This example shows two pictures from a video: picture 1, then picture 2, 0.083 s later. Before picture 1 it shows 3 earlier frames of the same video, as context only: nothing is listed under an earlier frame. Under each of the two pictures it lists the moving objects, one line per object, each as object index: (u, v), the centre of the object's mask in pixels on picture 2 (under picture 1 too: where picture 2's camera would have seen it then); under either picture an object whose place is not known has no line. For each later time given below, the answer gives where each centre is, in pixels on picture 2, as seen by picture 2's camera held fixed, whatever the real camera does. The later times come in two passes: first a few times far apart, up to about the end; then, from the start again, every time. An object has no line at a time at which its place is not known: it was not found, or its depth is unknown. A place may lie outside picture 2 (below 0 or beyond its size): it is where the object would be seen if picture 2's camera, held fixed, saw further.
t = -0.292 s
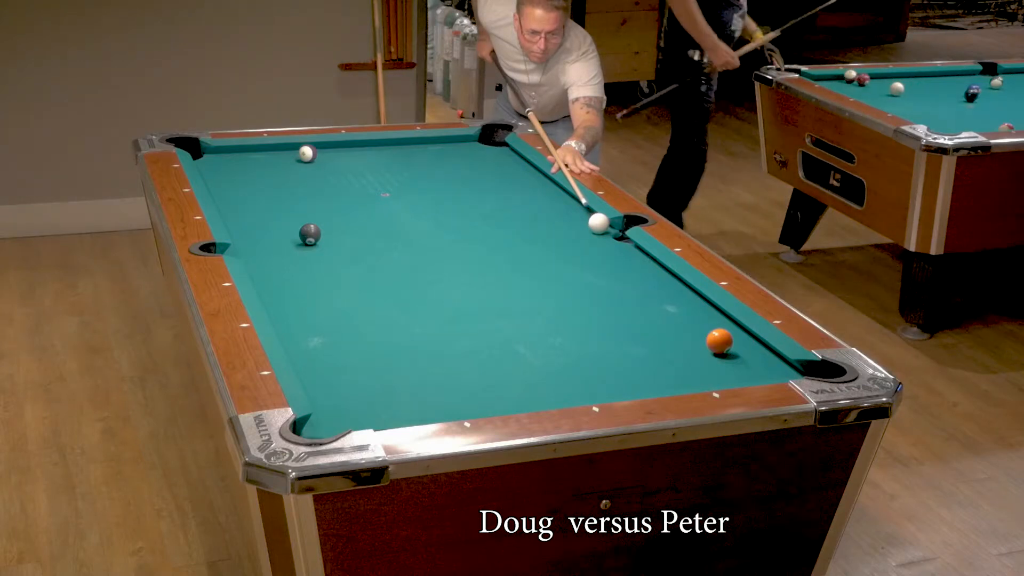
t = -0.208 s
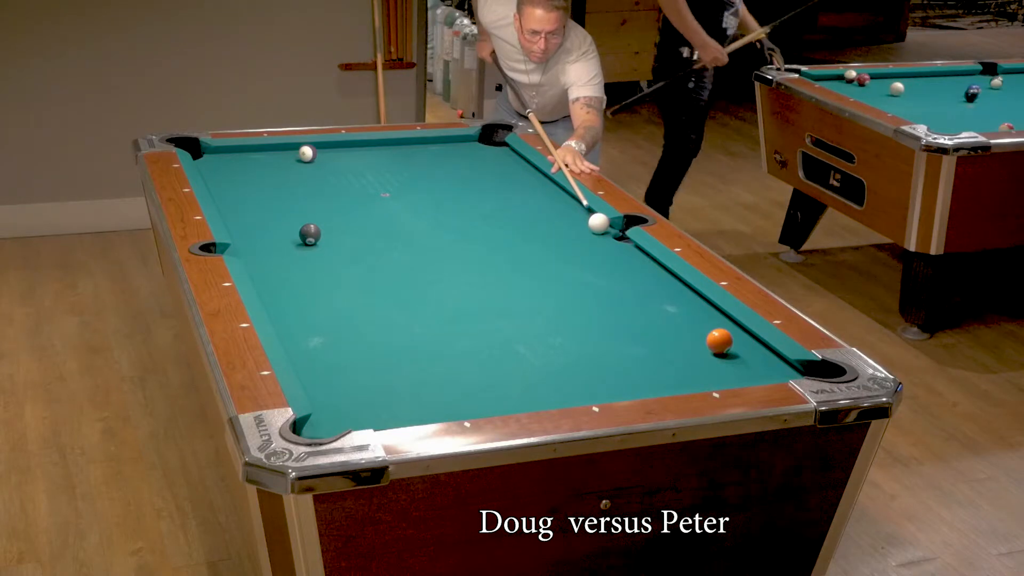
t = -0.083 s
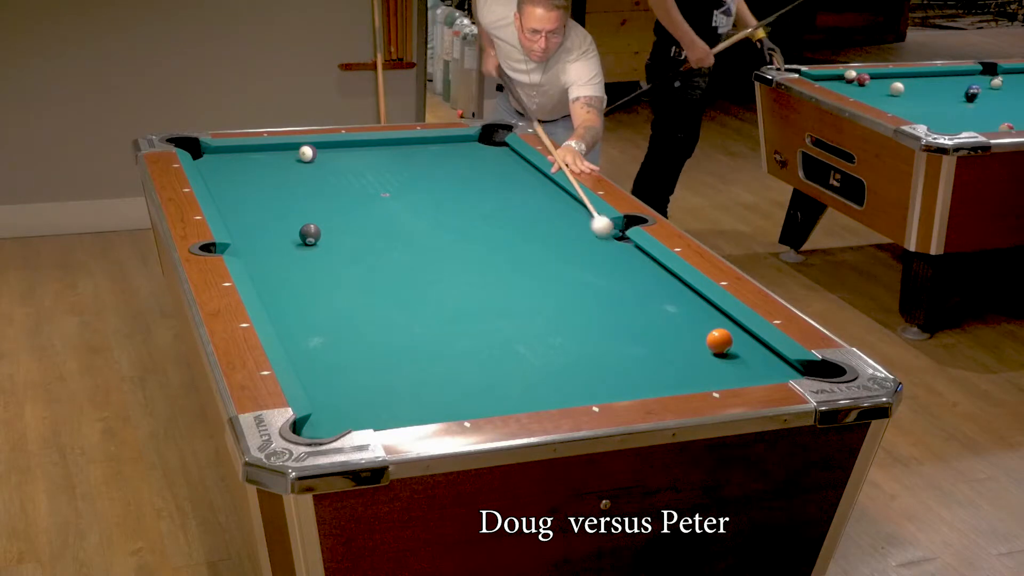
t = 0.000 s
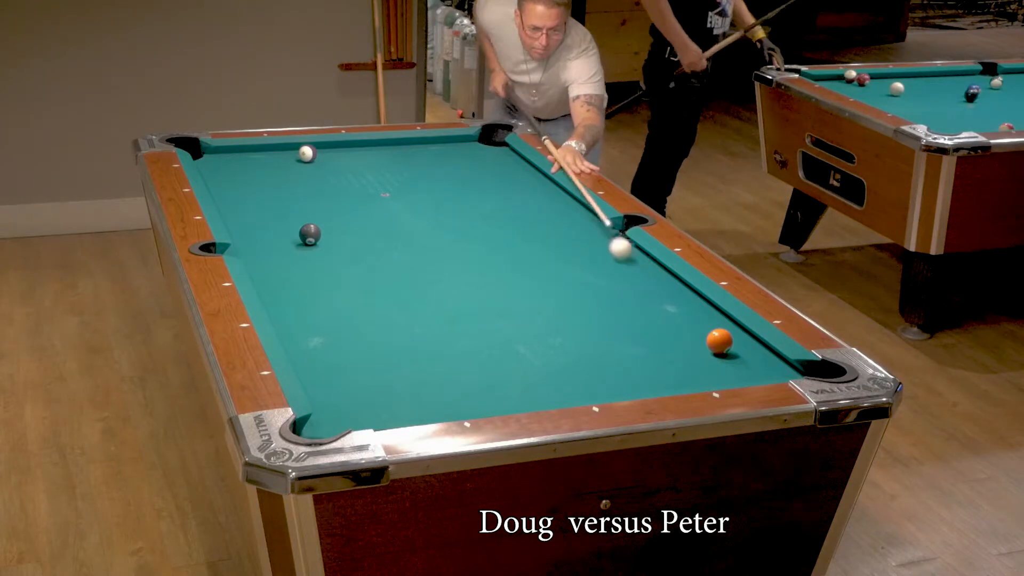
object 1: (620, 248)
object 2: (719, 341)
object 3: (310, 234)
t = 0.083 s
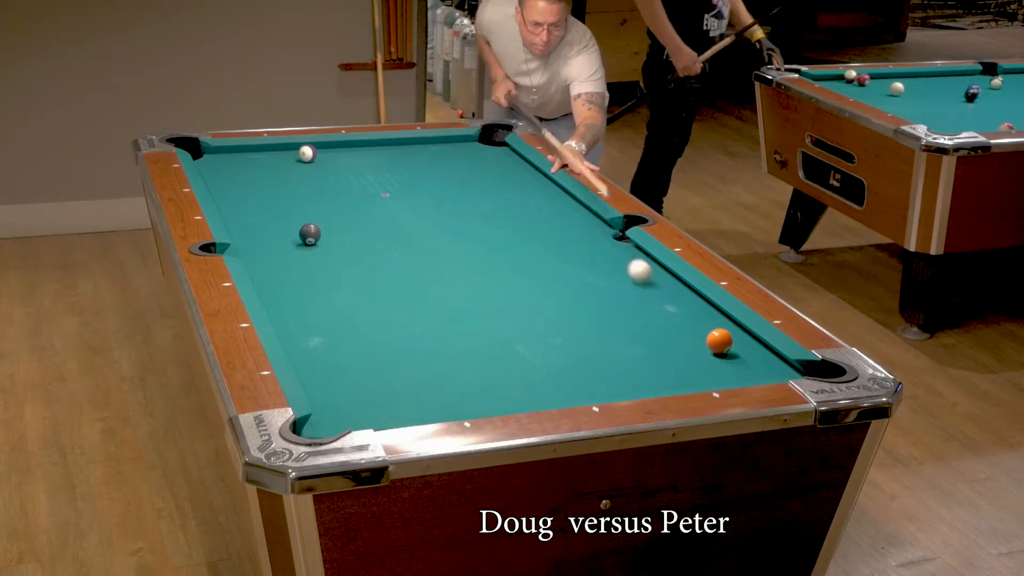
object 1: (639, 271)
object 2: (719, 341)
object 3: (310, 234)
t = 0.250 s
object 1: (681, 321)
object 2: (719, 341)
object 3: (310, 234)
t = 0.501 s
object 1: (667, 382)
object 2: (763, 358)
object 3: (310, 234)
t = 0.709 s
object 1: (591, 363)
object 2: (758, 372)
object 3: (310, 234)
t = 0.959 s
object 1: (510, 342)
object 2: (720, 371)
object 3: (310, 234)
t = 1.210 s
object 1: (436, 322)
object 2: (682, 363)
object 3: (310, 234)
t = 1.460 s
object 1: (367, 304)
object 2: (647, 357)
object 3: (310, 234)
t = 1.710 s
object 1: (305, 287)
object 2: (615, 351)
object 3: (310, 234)
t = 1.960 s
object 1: (262, 271)
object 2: (586, 346)
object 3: (310, 234)
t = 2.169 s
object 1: (276, 257)
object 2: (564, 342)
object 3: (310, 234)
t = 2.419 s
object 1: (290, 242)
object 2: (540, 337)
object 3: (310, 234)
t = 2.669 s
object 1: (288, 235)
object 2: (520, 333)
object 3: (322, 229)
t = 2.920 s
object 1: (283, 229)
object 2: (501, 330)
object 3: (336, 224)
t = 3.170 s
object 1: (278, 224)
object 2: (486, 327)
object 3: (348, 219)
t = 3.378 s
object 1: (275, 221)
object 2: (475, 325)
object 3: (357, 216)
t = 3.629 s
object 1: (272, 218)
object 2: (464, 322)
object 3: (366, 212)
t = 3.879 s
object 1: (270, 215)
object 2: (455, 321)
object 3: (374, 209)
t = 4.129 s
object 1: (269, 213)
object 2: (449, 319)
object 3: (381, 206)
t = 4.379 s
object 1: (268, 211)
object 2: (446, 318)
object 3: (386, 204)
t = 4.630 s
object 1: (269, 211)
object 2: (445, 318)
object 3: (390, 202)
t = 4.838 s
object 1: (269, 211)
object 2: (445, 318)
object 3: (393, 201)
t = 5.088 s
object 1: (269, 211)
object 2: (445, 318)
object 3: (396, 200)
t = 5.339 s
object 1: (269, 211)
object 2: (445, 318)
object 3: (397, 200)
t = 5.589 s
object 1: (269, 211)
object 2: (445, 318)
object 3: (397, 200)
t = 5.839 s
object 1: (269, 211)
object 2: (445, 318)
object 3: (397, 200)
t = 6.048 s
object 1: (269, 211)
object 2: (445, 318)
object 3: (397, 200)
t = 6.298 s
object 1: (269, 211)
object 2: (445, 318)
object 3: (397, 200)
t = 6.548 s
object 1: (269, 211)
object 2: (445, 318)
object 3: (397, 200)
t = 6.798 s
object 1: (269, 211)
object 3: (397, 200)
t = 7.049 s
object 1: (269, 211)
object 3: (397, 200)
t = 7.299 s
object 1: (269, 211)
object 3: (397, 200)
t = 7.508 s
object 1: (269, 211)
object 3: (397, 200)
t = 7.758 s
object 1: (269, 211)
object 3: (395, 200)
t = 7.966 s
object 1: (267, 206)
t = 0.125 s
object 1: (649, 283)
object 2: (719, 341)
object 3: (310, 234)
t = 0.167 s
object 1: (659, 295)
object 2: (719, 341)
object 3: (310, 234)
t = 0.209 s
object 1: (669, 307)
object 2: (719, 341)
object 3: (310, 234)
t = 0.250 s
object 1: (681, 321)
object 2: (719, 341)
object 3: (310, 234)
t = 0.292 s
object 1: (692, 334)
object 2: (719, 341)
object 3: (310, 234)
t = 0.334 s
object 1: (688, 345)
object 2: (734, 344)
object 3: (310, 234)
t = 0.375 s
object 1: (683, 356)
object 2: (752, 347)
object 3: (310, 234)
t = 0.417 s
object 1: (680, 368)
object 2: (764, 351)
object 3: (310, 234)
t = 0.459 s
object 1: (676, 377)
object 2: (764, 355)
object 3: (310, 234)
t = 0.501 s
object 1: (667, 382)
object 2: (763, 358)
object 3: (310, 234)
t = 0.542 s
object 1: (651, 379)
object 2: (762, 362)
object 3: (310, 234)
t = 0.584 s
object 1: (635, 376)
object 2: (761, 366)
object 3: (310, 234)
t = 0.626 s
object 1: (620, 372)
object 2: (760, 368)
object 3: (310, 234)
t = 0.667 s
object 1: (606, 368)
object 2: (759, 370)
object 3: (310, 234)
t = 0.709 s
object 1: (591, 363)
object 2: (758, 372)
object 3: (310, 234)
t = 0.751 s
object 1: (578, 360)
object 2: (755, 373)
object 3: (310, 234)
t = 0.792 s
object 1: (564, 357)
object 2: (748, 373)
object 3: (310, 234)
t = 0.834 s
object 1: (549, 353)
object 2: (741, 373)
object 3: (310, 234)
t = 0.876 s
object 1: (536, 349)
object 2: (734, 372)
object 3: (310, 234)
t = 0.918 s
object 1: (523, 346)
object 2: (727, 372)
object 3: (310, 234)
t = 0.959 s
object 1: (510, 342)
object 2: (720, 371)
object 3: (310, 234)
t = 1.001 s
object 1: (497, 339)
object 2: (713, 370)
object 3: (310, 234)
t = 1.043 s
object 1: (484, 335)
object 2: (707, 368)
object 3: (310, 234)
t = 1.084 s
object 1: (472, 332)
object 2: (701, 367)
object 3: (310, 234)
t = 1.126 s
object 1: (460, 329)
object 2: (695, 366)
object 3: (310, 234)
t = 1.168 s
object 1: (448, 325)
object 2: (688, 364)
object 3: (310, 234)
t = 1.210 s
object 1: (436, 322)
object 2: (682, 363)
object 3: (310, 234)
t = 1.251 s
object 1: (424, 319)
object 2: (676, 362)
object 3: (310, 234)
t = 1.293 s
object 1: (412, 316)
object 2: (670, 361)
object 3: (310, 234)
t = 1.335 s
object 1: (401, 313)
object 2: (664, 360)
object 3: (310, 234)
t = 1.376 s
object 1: (389, 310)
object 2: (658, 359)
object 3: (310, 234)
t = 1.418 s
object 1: (378, 307)
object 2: (653, 358)
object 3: (310, 234)
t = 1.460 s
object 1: (367, 304)
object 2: (647, 357)
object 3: (310, 234)
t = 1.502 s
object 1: (356, 301)
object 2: (642, 356)
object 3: (310, 234)
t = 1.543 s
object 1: (346, 298)
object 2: (636, 355)
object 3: (310, 234)
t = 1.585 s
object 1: (336, 295)
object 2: (631, 354)
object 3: (310, 234)
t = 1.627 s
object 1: (325, 292)
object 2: (625, 353)
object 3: (310, 234)
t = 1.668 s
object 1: (315, 290)
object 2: (620, 352)
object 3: (310, 234)
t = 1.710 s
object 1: (305, 287)
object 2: (615, 351)
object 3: (310, 234)
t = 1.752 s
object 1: (295, 284)
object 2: (610, 350)
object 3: (310, 234)
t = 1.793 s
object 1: (285, 282)
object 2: (605, 349)
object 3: (310, 234)
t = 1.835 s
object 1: (276, 279)
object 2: (600, 348)
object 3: (310, 234)
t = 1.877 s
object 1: (266, 277)
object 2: (595, 347)
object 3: (310, 234)
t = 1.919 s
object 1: (259, 274)
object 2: (591, 347)
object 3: (310, 234)
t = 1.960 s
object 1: (262, 271)
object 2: (586, 346)
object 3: (310, 234)
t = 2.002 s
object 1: (265, 268)
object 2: (582, 345)
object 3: (310, 234)
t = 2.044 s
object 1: (267, 265)
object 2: (577, 344)
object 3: (310, 234)
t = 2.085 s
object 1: (270, 263)
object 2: (573, 343)
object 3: (310, 234)
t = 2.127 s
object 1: (273, 260)
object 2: (569, 342)
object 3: (310, 234)
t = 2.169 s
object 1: (276, 257)
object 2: (564, 342)
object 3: (310, 234)
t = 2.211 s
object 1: (278, 255)
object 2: (560, 341)
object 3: (310, 234)
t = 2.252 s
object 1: (281, 252)
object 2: (556, 340)
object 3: (310, 234)
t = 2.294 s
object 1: (283, 250)
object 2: (552, 339)
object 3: (310, 234)
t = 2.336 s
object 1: (286, 247)
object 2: (548, 339)
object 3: (310, 234)
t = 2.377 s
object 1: (288, 245)
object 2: (544, 338)
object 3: (310, 234)
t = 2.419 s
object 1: (290, 242)
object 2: (540, 337)
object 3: (310, 234)
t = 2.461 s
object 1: (293, 240)
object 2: (537, 337)
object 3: (311, 234)
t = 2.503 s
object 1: (292, 239)
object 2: (533, 336)
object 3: (313, 233)
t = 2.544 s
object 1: (291, 238)
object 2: (530, 335)
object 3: (315, 232)
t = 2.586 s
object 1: (290, 237)
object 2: (526, 334)
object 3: (318, 231)
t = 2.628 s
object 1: (289, 236)
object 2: (523, 334)
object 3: (320, 230)
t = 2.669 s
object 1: (288, 235)
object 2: (520, 333)
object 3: (322, 229)
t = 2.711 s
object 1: (287, 234)
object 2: (516, 333)
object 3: (325, 228)
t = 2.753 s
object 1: (286, 233)
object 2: (513, 332)
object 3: (327, 227)
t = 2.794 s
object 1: (285, 232)
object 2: (510, 331)
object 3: (329, 226)
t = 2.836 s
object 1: (284, 231)
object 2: (507, 331)
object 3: (332, 226)
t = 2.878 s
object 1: (283, 230)
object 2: (504, 330)
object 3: (334, 225)
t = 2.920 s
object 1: (283, 229)
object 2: (501, 330)
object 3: (336, 224)
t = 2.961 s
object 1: (282, 228)
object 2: (499, 329)
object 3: (338, 223)
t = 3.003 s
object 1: (281, 227)
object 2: (496, 329)
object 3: (340, 222)
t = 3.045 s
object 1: (280, 227)
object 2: (493, 328)
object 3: (342, 221)
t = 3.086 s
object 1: (280, 226)
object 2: (491, 328)
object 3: (344, 221)
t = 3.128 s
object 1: (279, 225)
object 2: (488, 327)
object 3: (346, 220)
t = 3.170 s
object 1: (278, 224)
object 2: (486, 327)
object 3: (348, 219)
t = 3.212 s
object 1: (278, 224)
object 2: (484, 326)
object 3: (350, 219)
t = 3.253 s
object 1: (277, 223)
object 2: (481, 326)
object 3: (352, 218)
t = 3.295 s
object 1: (276, 222)
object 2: (479, 326)
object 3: (353, 217)
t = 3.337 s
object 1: (276, 222)
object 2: (477, 325)
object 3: (355, 216)
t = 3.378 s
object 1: (275, 221)
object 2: (475, 325)
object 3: (357, 216)
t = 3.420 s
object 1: (274, 220)
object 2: (473, 324)
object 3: (358, 215)
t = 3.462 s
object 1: (274, 220)
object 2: (471, 324)
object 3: (360, 215)
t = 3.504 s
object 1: (273, 219)
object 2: (469, 323)
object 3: (362, 214)
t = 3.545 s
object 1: (273, 219)
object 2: (467, 323)
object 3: (363, 213)
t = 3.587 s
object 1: (272, 218)
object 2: (465, 323)
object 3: (365, 213)
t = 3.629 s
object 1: (272, 218)
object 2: (464, 322)
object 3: (366, 212)
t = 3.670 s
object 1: (271, 217)
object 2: (462, 322)
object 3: (368, 211)
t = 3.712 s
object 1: (271, 217)
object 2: (461, 322)
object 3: (369, 211)
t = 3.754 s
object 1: (271, 216)
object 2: (459, 321)
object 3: (370, 210)
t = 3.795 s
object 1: (270, 216)
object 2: (458, 321)
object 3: (372, 210)
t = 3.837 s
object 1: (270, 215)
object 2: (457, 321)
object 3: (373, 209)
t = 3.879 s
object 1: (270, 215)
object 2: (455, 321)
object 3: (374, 209)
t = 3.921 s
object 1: (270, 215)
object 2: (454, 320)
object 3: (375, 209)
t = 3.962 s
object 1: (270, 214)
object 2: (453, 320)
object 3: (376, 208)
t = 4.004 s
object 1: (270, 214)
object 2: (452, 320)
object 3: (377, 208)
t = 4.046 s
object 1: (269, 213)
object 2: (451, 320)
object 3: (379, 207)
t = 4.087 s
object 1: (269, 213)
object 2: (450, 319)
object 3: (380, 207)
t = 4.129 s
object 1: (269, 213)
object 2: (449, 319)
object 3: (381, 206)
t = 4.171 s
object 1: (269, 213)
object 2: (448, 319)
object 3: (382, 206)
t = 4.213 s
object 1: (269, 212)
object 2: (448, 319)
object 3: (383, 205)
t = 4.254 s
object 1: (269, 212)
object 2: (447, 319)
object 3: (384, 205)
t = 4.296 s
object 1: (269, 212)
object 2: (447, 319)
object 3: (385, 205)
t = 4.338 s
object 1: (269, 212)
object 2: (446, 319)
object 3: (385, 204)
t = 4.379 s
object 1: (268, 211)
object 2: (446, 318)
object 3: (386, 204)
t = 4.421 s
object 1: (268, 211)
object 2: (445, 318)
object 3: (387, 203)
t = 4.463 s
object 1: (268, 211)
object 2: (445, 318)
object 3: (388, 203)
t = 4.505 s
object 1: (268, 211)
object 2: (445, 318)
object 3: (389, 203)
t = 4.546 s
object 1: (268, 211)
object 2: (445, 318)
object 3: (389, 203)
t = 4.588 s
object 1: (268, 211)
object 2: (445, 318)
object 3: (390, 203)
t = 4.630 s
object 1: (269, 211)
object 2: (445, 318)
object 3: (390, 202)
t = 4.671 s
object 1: (269, 211)
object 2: (445, 318)
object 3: (391, 202)
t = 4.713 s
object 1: (269, 211)
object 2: (445, 318)
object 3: (391, 202)
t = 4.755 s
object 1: (269, 211)
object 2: (445, 318)
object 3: (392, 202)
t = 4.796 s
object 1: (269, 211)
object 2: (445, 318)
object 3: (393, 201)
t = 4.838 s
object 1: (269, 211)
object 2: (445, 318)
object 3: (393, 201)
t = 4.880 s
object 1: (269, 211)
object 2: (445, 318)
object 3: (394, 201)
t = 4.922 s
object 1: (269, 211)
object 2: (445, 318)
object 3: (394, 201)
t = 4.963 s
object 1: (269, 211)
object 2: (445, 318)
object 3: (395, 201)
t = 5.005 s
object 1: (269, 211)
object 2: (445, 318)
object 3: (395, 201)
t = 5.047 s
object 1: (269, 211)
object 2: (445, 318)
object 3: (396, 201)
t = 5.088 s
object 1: (269, 211)
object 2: (445, 318)
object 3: (396, 200)
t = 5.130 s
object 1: (269, 211)
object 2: (445, 318)
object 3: (396, 200)
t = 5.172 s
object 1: (269, 211)
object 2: (445, 318)
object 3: (396, 200)
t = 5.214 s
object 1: (269, 211)
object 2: (445, 318)
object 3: (396, 200)
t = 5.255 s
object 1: (269, 211)
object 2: (445, 318)
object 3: (396, 200)
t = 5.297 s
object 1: (269, 211)
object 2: (445, 318)
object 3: (397, 200)
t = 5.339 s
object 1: (269, 211)
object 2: (445, 318)
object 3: (397, 200)
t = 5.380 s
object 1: (269, 211)
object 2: (445, 318)
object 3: (397, 200)
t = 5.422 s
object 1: (269, 211)
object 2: (445, 318)
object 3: (397, 200)
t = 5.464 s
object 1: (269, 211)
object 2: (445, 318)
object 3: (397, 200)
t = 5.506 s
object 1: (269, 211)
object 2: (445, 318)
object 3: (397, 200)
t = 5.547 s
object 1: (269, 211)
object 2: (445, 318)
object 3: (397, 200)
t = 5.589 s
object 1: (269, 211)
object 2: (445, 318)
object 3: (397, 200)
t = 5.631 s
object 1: (269, 211)
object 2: (445, 318)
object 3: (397, 200)
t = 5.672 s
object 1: (269, 211)
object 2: (445, 318)
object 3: (397, 200)
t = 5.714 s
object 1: (269, 211)
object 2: (445, 318)
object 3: (397, 200)
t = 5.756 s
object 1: (269, 211)
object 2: (445, 318)
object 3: (397, 200)
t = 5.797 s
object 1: (269, 211)
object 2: (445, 318)
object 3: (397, 200)
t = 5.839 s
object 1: (269, 211)
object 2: (445, 318)
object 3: (397, 200)
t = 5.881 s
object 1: (269, 211)
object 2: (445, 318)
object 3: (397, 200)
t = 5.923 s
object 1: (269, 211)
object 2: (445, 318)
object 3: (397, 200)
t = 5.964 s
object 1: (269, 211)
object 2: (445, 318)
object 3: (397, 200)
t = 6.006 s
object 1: (269, 211)
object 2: (445, 318)
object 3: (397, 200)
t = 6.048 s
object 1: (269, 211)
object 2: (445, 318)
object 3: (397, 200)
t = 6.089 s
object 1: (269, 211)
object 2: (445, 318)
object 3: (397, 200)
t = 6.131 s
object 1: (269, 211)
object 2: (445, 318)
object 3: (397, 200)
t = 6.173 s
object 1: (269, 211)
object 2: (445, 318)
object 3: (397, 200)
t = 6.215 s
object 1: (269, 211)
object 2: (445, 318)
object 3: (397, 200)
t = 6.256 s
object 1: (269, 211)
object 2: (445, 318)
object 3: (397, 200)
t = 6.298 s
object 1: (269, 211)
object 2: (445, 318)
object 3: (397, 200)
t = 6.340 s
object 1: (269, 211)
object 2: (445, 318)
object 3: (397, 200)
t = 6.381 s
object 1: (269, 211)
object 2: (445, 318)
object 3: (397, 200)
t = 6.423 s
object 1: (269, 211)
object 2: (445, 318)
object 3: (397, 200)
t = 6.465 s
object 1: (269, 211)
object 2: (445, 318)
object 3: (397, 200)
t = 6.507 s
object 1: (269, 211)
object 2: (445, 318)
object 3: (397, 200)
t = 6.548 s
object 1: (269, 211)
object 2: (445, 318)
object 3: (397, 200)
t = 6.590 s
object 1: (269, 211)
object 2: (445, 318)
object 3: (397, 200)
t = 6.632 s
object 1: (269, 211)
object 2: (445, 318)
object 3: (397, 200)
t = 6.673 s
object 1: (269, 211)
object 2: (445, 318)
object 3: (397, 200)
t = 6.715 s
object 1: (269, 211)
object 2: (445, 318)
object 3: (397, 200)
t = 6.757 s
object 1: (269, 211)
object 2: (445, 318)
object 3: (397, 200)
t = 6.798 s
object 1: (269, 211)
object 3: (397, 200)
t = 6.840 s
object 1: (269, 211)
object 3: (397, 200)
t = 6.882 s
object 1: (269, 211)
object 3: (397, 200)
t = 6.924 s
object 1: (269, 211)
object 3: (397, 200)
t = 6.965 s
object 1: (269, 211)
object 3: (397, 200)
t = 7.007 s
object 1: (269, 211)
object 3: (397, 200)
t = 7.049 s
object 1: (269, 211)
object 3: (397, 200)
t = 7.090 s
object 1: (269, 211)
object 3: (397, 200)
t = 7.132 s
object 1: (269, 211)
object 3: (397, 200)
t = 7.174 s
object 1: (269, 211)
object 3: (397, 200)
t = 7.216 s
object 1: (269, 211)
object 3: (397, 200)
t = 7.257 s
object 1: (269, 211)
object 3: (397, 200)
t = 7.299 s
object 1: (269, 211)
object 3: (397, 200)
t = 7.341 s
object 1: (269, 211)
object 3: (397, 200)
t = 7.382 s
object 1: (269, 211)
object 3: (397, 200)
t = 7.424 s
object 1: (269, 211)
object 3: (397, 200)
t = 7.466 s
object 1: (269, 211)
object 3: (397, 200)
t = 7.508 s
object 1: (269, 211)
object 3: (397, 200)
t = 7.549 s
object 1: (269, 211)
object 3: (397, 200)
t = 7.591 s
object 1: (269, 211)
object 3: (397, 200)
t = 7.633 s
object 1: (269, 211)
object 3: (397, 200)
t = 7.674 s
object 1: (269, 211)
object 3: (397, 200)
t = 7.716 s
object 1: (269, 211)
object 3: (397, 200)
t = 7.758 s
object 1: (269, 211)
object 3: (395, 200)
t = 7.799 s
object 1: (269, 211)
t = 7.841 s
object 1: (269, 211)
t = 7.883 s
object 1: (269, 211)
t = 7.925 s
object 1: (269, 211)
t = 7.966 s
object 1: (267, 206)
